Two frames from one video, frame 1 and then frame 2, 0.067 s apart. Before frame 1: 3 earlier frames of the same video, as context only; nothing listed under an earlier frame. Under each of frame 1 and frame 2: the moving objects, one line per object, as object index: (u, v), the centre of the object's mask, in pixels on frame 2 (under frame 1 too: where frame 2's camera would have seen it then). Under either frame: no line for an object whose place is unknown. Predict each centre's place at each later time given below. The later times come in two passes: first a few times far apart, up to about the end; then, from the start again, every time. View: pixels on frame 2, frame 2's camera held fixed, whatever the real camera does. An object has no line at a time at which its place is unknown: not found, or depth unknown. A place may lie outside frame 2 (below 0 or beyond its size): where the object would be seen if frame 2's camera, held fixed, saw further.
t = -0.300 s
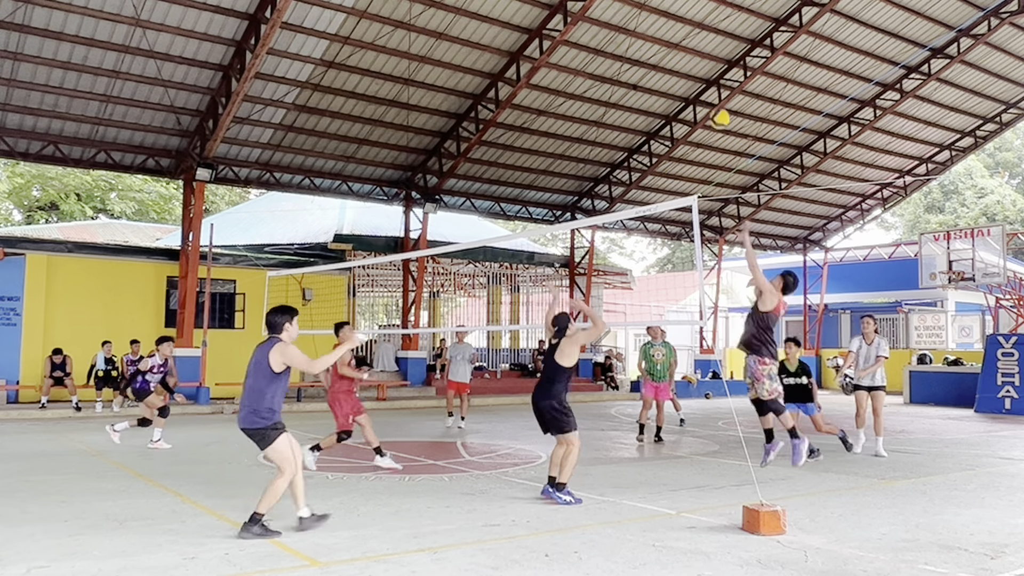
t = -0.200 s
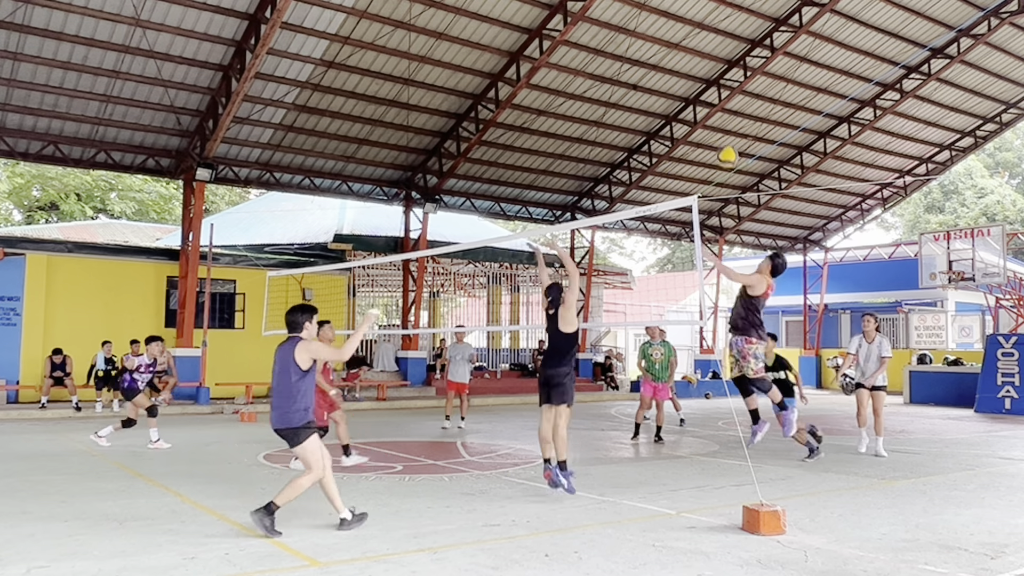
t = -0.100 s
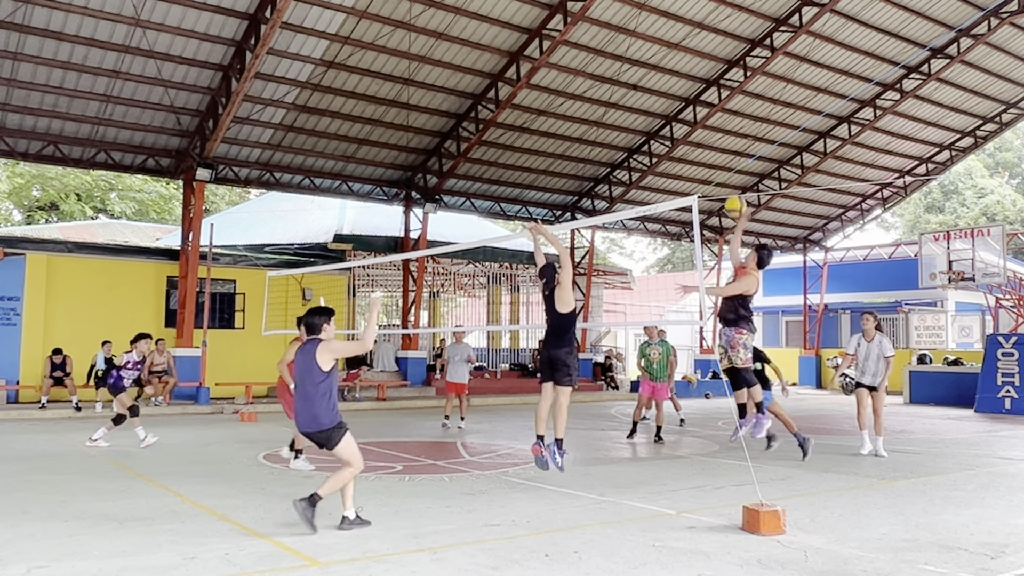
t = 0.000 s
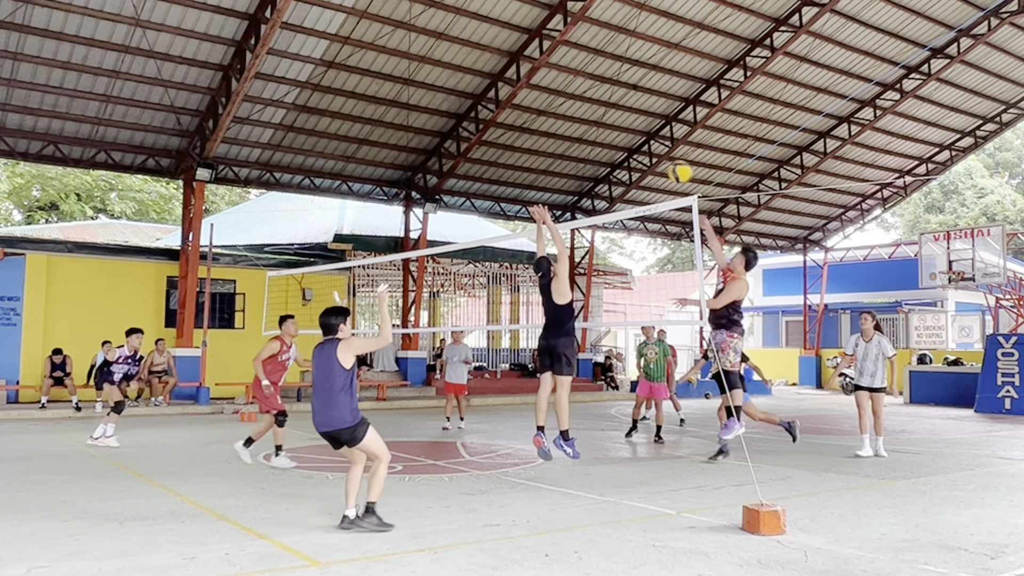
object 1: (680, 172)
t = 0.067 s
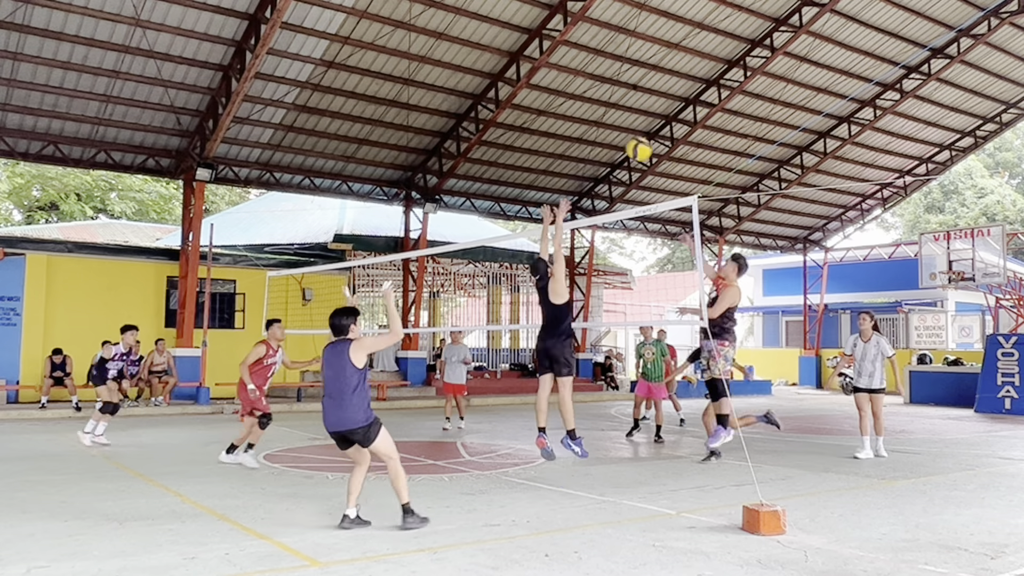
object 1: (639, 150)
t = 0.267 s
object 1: (498, 108)
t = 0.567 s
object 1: (227, 144)
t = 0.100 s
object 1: (617, 140)
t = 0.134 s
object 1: (594, 131)
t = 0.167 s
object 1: (572, 124)
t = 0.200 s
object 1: (548, 117)
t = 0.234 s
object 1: (524, 113)
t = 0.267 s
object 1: (498, 108)
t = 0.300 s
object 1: (473, 106)
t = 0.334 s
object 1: (445, 104)
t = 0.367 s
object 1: (417, 104)
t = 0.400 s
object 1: (388, 106)
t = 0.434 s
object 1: (359, 110)
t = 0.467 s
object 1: (327, 116)
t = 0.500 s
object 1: (295, 123)
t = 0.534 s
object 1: (261, 132)
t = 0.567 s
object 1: (227, 144)
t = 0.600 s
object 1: (192, 158)
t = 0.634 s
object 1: (155, 173)
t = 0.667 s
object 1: (115, 195)
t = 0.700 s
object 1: (77, 214)
